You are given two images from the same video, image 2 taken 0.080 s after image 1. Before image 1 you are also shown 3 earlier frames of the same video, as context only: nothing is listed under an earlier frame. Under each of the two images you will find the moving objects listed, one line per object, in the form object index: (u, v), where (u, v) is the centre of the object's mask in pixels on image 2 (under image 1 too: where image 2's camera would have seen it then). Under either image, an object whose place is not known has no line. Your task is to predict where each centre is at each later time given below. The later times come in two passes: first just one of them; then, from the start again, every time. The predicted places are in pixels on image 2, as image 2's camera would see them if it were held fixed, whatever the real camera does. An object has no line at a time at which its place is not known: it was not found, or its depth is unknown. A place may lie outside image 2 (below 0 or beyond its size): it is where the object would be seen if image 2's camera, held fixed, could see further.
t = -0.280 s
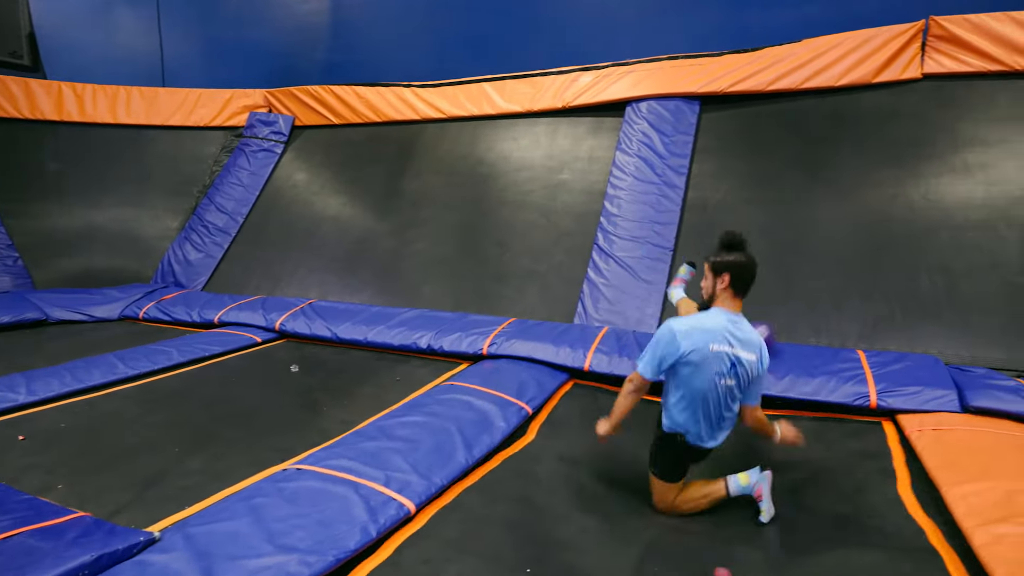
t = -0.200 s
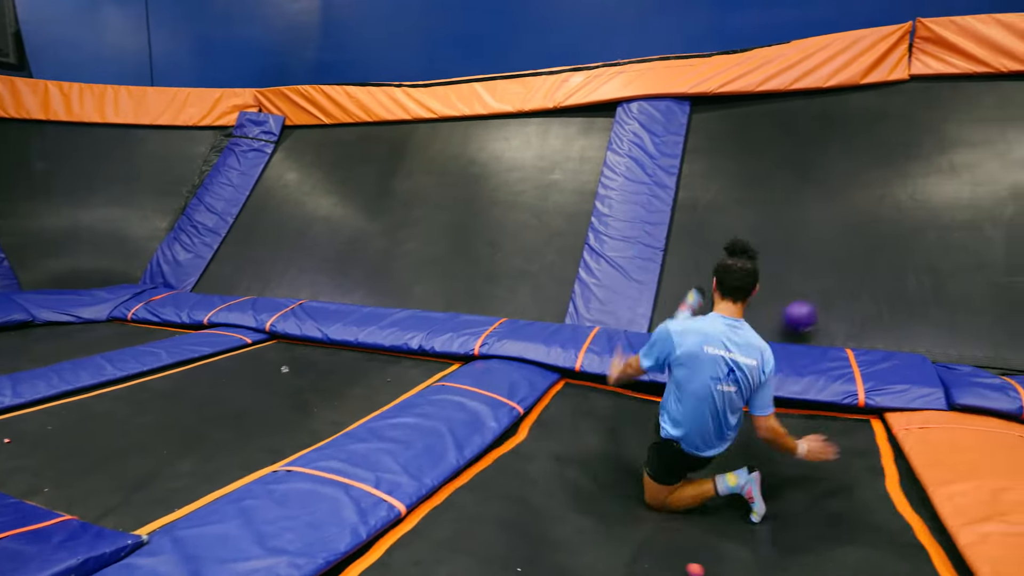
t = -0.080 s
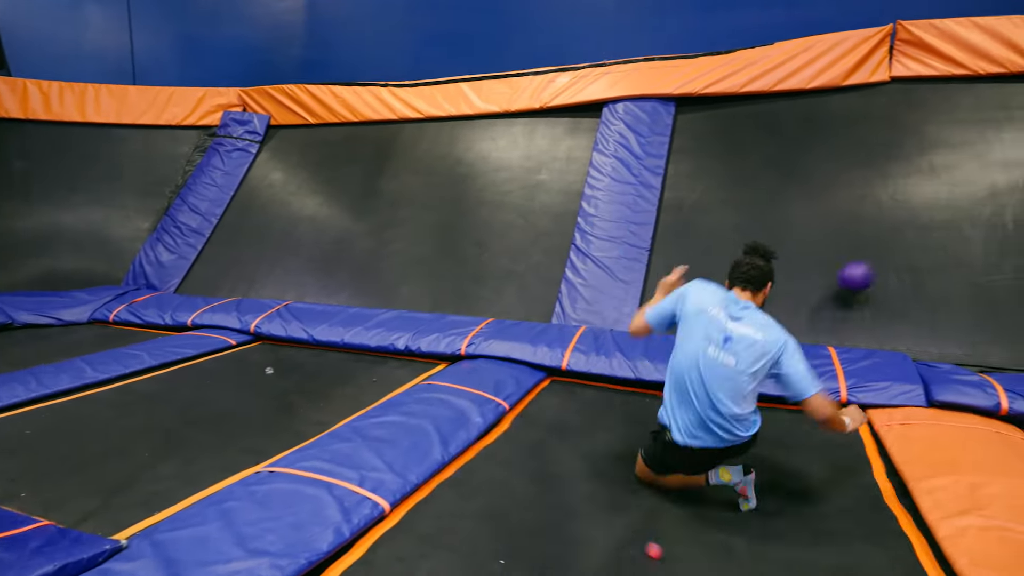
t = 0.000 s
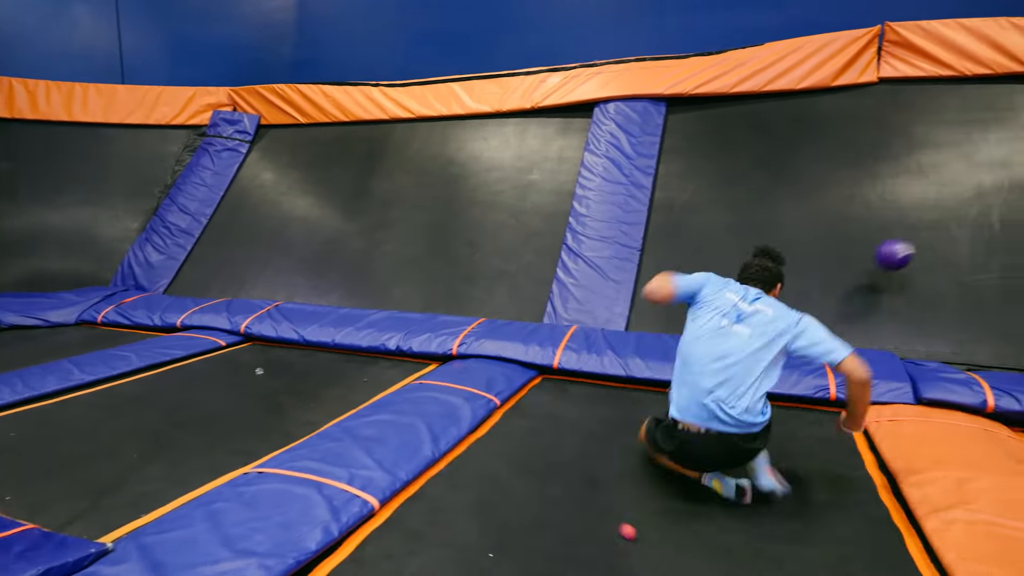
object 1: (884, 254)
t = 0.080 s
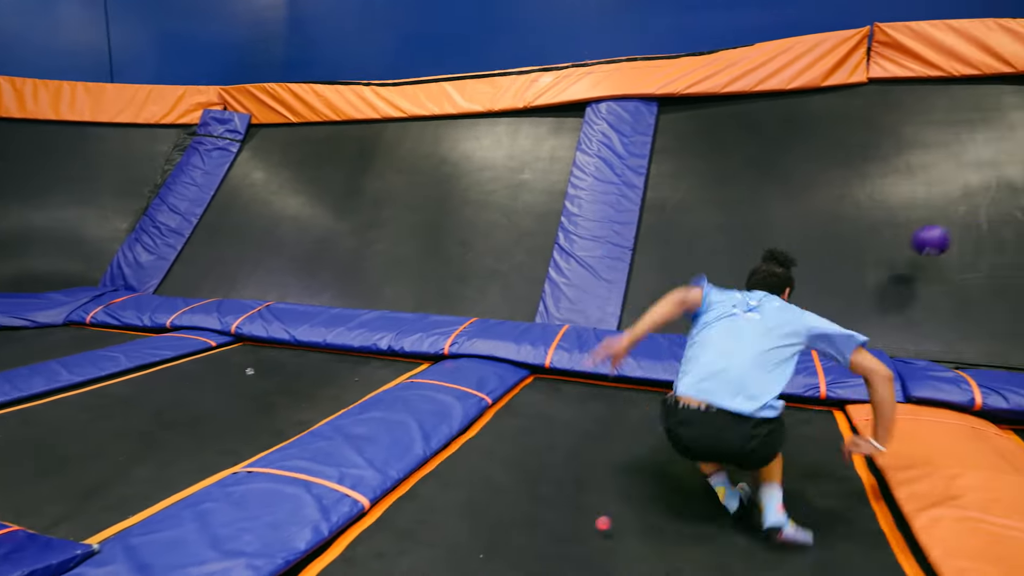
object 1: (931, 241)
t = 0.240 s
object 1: (1026, 243)
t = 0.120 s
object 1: (955, 238)
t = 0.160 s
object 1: (979, 237)
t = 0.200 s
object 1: (1003, 239)
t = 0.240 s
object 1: (1026, 243)
